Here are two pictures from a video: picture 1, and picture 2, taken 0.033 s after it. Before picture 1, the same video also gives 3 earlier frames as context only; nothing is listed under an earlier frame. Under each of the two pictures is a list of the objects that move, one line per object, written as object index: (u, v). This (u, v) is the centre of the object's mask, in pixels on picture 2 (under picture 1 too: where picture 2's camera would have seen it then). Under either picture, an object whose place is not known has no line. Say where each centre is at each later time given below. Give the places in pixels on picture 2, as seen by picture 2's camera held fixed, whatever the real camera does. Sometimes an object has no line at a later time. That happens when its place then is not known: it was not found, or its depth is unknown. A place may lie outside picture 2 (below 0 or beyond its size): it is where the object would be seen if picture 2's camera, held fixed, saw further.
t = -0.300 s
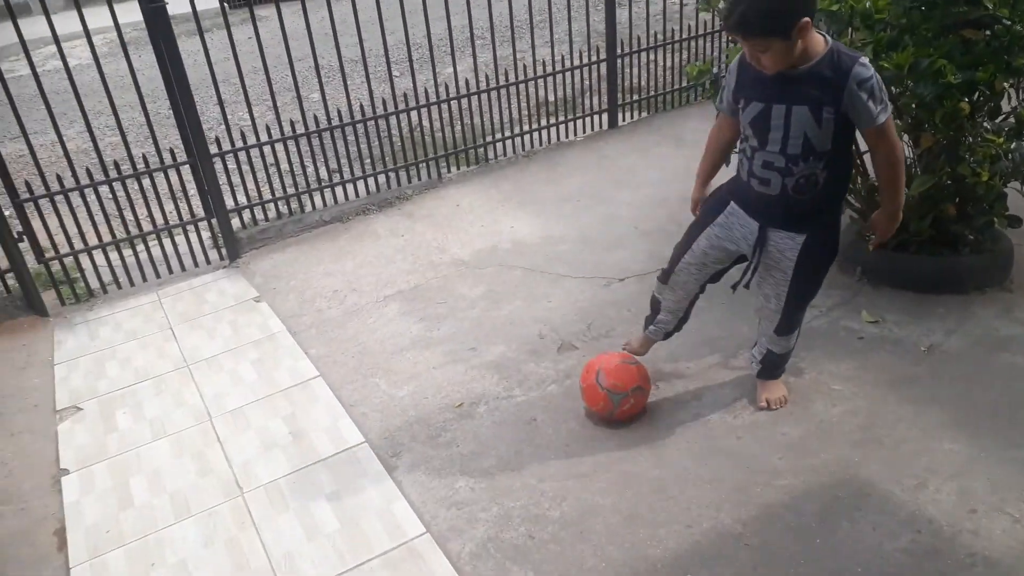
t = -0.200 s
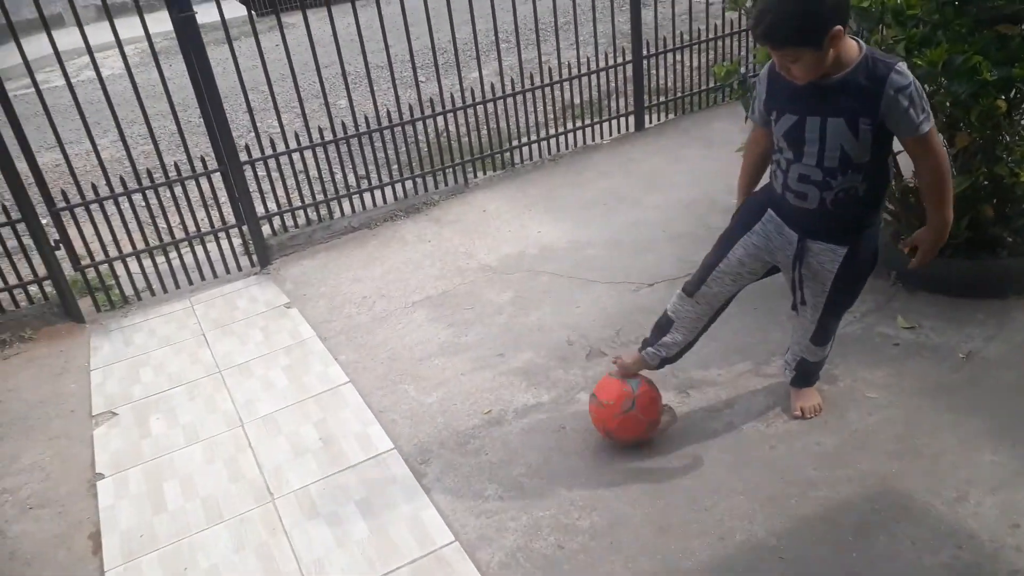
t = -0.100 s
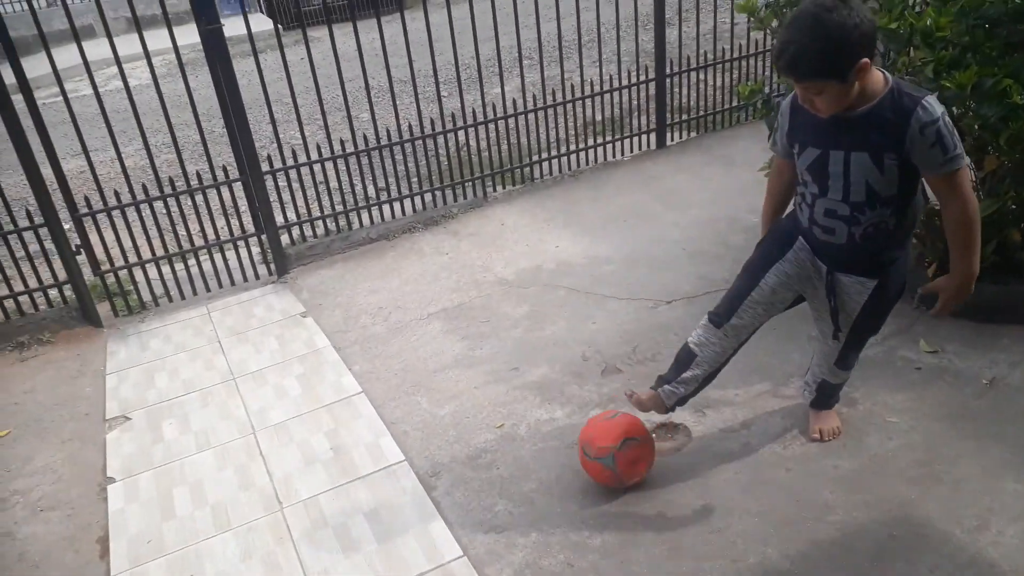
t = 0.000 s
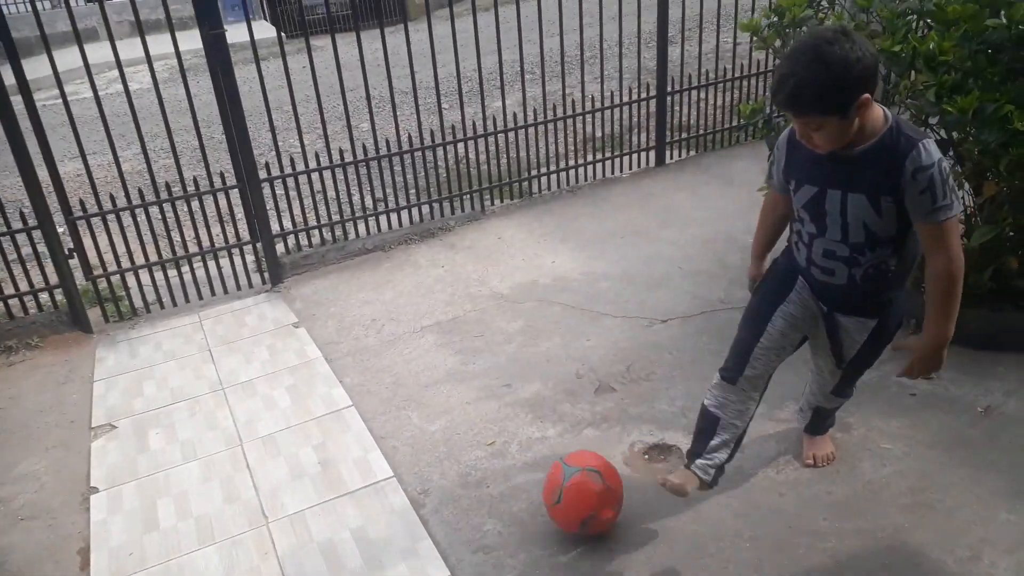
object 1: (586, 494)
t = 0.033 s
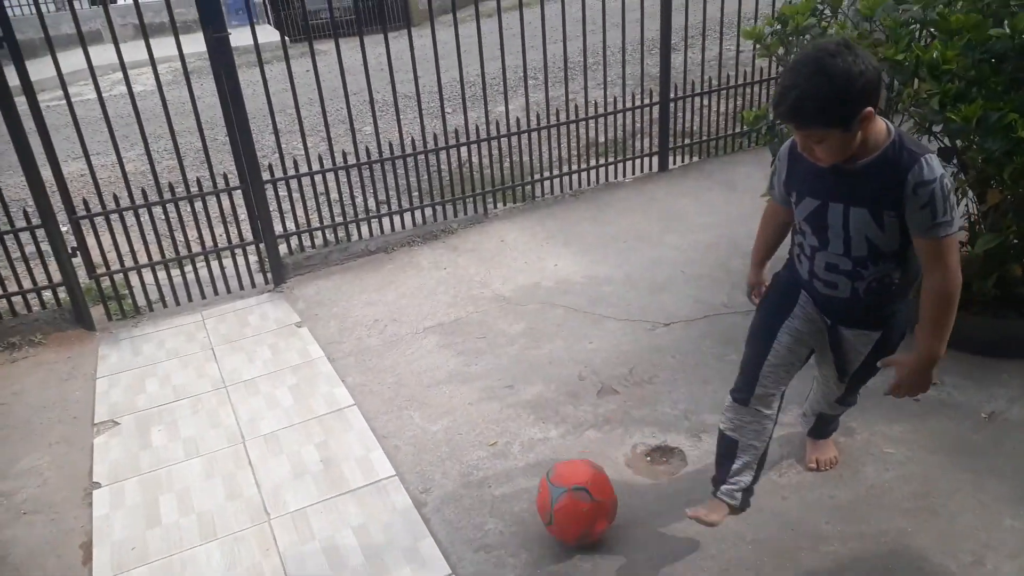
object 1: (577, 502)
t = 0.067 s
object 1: (568, 512)
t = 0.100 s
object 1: (560, 519)
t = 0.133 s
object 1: (551, 527)
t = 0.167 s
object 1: (541, 538)
